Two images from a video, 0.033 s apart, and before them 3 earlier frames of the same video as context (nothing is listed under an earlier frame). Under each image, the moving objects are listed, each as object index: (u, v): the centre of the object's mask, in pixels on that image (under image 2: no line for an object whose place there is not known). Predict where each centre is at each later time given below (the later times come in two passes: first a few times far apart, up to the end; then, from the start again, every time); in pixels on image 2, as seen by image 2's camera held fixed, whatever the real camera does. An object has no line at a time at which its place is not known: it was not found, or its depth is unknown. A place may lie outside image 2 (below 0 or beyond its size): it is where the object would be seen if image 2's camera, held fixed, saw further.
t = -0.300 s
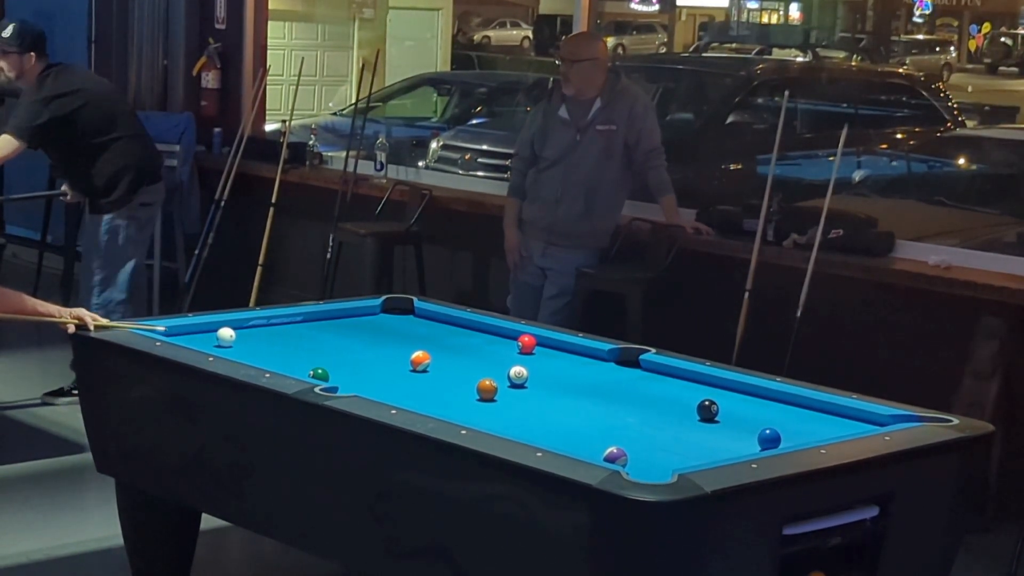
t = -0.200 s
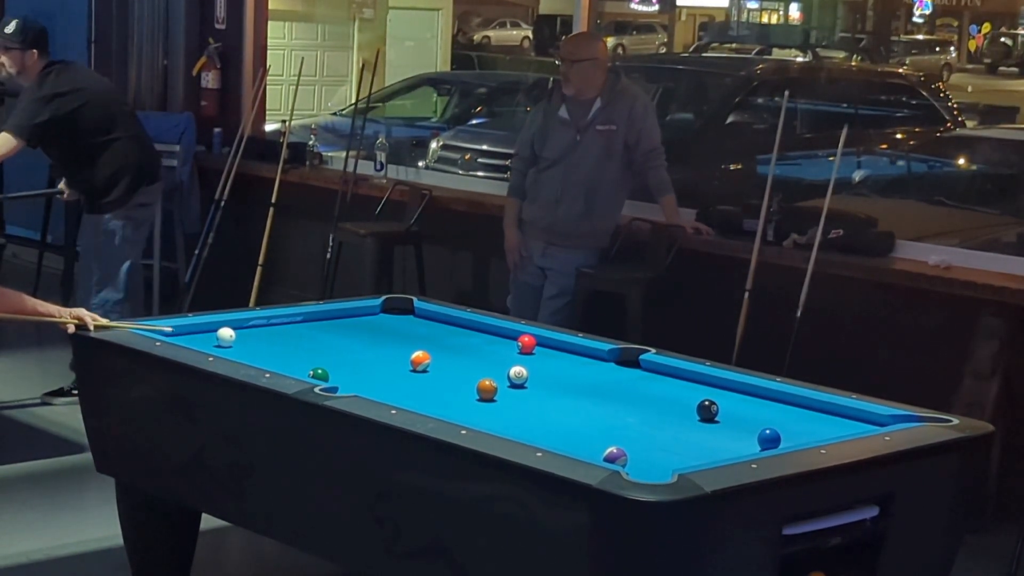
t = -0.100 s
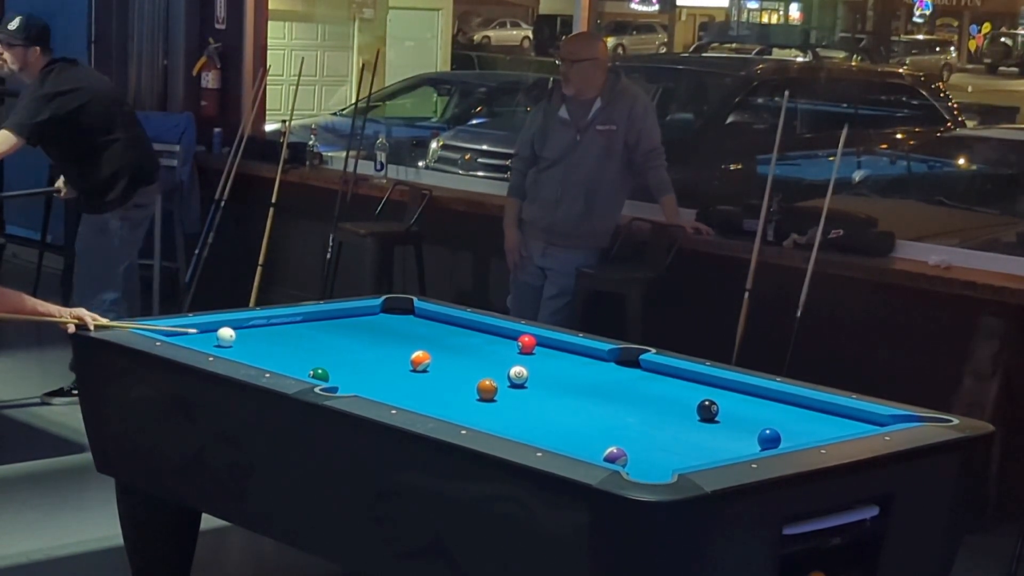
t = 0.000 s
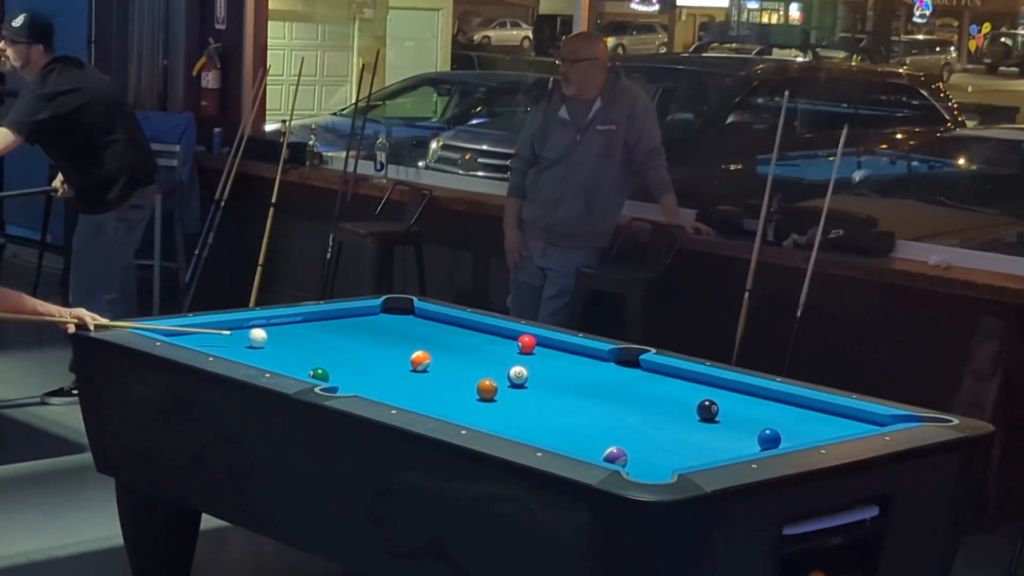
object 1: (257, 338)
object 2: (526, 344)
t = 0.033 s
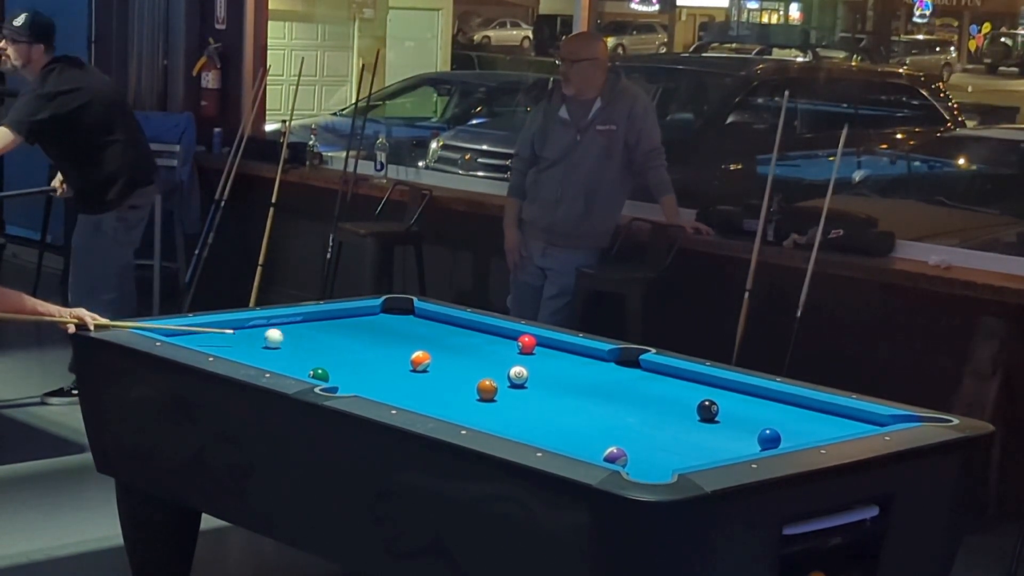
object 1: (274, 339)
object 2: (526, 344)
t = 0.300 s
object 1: (400, 342)
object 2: (526, 343)
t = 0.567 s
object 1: (513, 346)
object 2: (535, 343)
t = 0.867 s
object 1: (563, 355)
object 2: (528, 348)
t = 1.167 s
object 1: (616, 363)
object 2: (498, 355)
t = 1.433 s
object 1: (662, 371)
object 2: (472, 361)
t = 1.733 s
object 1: (706, 379)
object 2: (443, 367)
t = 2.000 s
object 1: (732, 387)
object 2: (417, 374)
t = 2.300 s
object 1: (759, 396)
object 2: (388, 381)
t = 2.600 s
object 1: (786, 403)
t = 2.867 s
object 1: (808, 411)
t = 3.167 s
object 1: (832, 418)
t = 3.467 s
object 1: (854, 423)
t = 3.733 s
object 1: (868, 425)
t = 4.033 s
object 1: (854, 424)
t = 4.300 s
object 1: (844, 424)
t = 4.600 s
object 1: (835, 423)
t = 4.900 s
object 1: (828, 421)
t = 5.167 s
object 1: (824, 421)
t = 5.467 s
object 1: (823, 420)
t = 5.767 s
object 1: (823, 421)
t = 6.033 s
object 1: (823, 420)
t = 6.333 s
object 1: (823, 420)
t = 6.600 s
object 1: (823, 420)
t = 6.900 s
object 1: (823, 420)
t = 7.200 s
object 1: (823, 420)
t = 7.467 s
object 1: (823, 420)
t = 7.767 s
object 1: (823, 420)
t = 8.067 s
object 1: (823, 420)
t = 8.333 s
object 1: (823, 420)
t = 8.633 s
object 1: (823, 420)
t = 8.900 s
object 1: (824, 420)
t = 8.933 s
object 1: (823, 421)
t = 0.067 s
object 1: (290, 339)
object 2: (526, 344)
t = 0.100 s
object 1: (306, 339)
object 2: (527, 344)
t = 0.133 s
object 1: (322, 339)
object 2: (527, 343)
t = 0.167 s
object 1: (337, 340)
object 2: (526, 344)
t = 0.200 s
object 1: (353, 341)
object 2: (526, 344)
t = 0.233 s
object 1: (369, 341)
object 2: (526, 344)
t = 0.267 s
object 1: (385, 341)
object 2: (526, 343)
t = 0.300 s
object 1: (400, 342)
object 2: (526, 343)
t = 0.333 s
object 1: (416, 342)
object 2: (526, 344)
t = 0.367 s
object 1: (431, 342)
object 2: (526, 344)
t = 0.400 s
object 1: (446, 343)
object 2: (526, 343)
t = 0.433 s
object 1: (462, 343)
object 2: (526, 344)
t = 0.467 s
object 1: (477, 344)
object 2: (526, 343)
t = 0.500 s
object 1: (492, 345)
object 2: (526, 344)
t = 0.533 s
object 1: (507, 345)
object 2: (526, 344)
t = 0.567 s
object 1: (513, 346)
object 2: (535, 343)
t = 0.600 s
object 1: (517, 347)
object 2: (545, 343)
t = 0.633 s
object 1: (522, 348)
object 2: (551, 343)
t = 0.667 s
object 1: (527, 349)
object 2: (548, 344)
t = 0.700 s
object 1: (533, 350)
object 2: (546, 343)
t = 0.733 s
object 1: (540, 351)
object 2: (543, 340)
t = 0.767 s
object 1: (545, 352)
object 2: (535, 343)
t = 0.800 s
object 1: (551, 353)
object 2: (534, 346)
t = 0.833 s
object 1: (557, 354)
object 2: (531, 347)
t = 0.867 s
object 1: (563, 355)
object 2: (528, 348)
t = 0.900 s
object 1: (569, 356)
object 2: (525, 349)
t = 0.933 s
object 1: (575, 357)
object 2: (521, 349)
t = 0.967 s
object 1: (581, 358)
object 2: (518, 350)
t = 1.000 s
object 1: (587, 359)
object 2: (515, 351)
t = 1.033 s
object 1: (592, 360)
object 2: (511, 352)
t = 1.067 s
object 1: (599, 360)
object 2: (508, 353)
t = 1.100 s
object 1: (604, 361)
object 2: (505, 353)
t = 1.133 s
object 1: (610, 363)
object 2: (501, 354)
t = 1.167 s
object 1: (616, 363)
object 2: (498, 355)
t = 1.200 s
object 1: (622, 365)
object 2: (495, 356)
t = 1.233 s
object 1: (628, 365)
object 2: (492, 357)
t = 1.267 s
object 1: (633, 366)
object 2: (488, 357)
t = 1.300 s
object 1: (639, 367)
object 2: (485, 358)
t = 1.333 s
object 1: (645, 368)
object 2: (482, 359)
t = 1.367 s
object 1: (650, 369)
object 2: (478, 360)
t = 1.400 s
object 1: (657, 370)
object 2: (475, 360)
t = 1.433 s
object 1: (662, 371)
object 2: (472, 361)
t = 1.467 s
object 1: (668, 372)
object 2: (469, 362)
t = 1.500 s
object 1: (673, 373)
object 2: (465, 363)
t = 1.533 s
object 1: (679, 374)
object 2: (462, 363)
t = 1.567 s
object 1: (685, 374)
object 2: (459, 364)
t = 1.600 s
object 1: (690, 375)
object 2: (456, 364)
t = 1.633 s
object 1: (696, 377)
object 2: (452, 365)
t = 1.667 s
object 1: (699, 378)
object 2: (449, 367)
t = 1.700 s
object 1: (703, 378)
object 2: (446, 367)
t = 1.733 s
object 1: (706, 379)
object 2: (443, 367)
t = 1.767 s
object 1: (710, 380)
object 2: (440, 368)
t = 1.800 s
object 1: (712, 381)
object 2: (436, 369)
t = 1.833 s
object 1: (715, 382)
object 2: (433, 370)
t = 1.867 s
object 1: (719, 384)
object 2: (430, 371)
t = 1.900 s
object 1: (722, 384)
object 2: (427, 372)
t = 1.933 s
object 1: (726, 385)
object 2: (424, 372)
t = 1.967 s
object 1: (728, 386)
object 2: (420, 373)
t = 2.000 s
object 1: (732, 387)
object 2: (417, 374)
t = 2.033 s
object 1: (735, 388)
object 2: (414, 375)
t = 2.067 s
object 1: (738, 389)
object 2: (411, 375)
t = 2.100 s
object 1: (741, 390)
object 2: (408, 376)
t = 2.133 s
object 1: (744, 391)
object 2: (404, 376)
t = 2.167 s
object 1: (747, 392)
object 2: (401, 378)
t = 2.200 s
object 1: (750, 393)
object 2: (398, 379)
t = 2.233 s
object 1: (753, 394)
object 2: (395, 379)
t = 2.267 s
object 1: (756, 394)
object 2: (392, 380)
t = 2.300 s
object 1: (759, 396)
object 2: (388, 381)
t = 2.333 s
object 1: (762, 397)
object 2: (385, 381)
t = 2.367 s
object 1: (765, 397)
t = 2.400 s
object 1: (768, 398)
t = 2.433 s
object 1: (771, 399)
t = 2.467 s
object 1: (774, 400)
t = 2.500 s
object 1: (777, 401)
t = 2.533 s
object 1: (780, 402)
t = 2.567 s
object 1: (783, 403)
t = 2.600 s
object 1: (786, 403)
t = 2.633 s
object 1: (789, 405)
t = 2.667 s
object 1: (791, 406)
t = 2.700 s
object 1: (794, 406)
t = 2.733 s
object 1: (797, 407)
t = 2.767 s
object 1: (800, 408)
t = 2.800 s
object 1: (803, 409)
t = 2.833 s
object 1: (805, 410)
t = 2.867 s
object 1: (808, 411)
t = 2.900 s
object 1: (812, 411)
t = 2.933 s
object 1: (814, 412)
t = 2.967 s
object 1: (816, 413)
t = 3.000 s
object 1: (819, 414)
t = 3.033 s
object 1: (822, 415)
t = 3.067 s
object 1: (825, 415)
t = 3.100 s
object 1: (828, 416)
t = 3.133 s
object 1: (830, 417)
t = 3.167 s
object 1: (832, 418)
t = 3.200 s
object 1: (835, 419)
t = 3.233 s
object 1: (838, 419)
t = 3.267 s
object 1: (840, 419)
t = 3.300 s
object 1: (842, 421)
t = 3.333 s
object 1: (845, 422)
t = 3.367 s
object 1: (847, 422)
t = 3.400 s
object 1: (850, 422)
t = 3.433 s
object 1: (852, 423)
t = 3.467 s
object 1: (854, 423)
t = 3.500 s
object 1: (857, 424)
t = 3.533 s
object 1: (859, 424)
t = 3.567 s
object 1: (861, 424)
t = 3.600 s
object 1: (863, 424)
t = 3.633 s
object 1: (866, 424)
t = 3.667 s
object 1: (867, 424)
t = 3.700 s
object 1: (869, 425)
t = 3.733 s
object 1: (868, 425)
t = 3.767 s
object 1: (867, 424)
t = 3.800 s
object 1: (866, 424)
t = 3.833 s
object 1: (863, 424)
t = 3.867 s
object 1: (862, 424)
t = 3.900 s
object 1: (860, 424)
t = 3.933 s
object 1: (859, 424)
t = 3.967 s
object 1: (858, 424)
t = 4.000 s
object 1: (856, 424)
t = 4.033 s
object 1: (854, 424)
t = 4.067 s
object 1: (853, 424)
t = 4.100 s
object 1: (852, 424)
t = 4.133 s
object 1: (850, 424)
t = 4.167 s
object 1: (849, 424)
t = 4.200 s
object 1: (847, 424)
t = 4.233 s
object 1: (846, 424)
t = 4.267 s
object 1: (845, 424)
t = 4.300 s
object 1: (844, 424)
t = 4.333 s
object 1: (842, 424)
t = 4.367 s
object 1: (841, 424)
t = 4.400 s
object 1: (840, 424)
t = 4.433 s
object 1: (839, 424)
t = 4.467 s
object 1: (838, 424)
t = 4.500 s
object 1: (837, 424)
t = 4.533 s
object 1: (836, 424)
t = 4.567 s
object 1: (836, 423)
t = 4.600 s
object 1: (835, 423)
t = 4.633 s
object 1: (834, 422)
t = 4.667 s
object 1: (833, 423)
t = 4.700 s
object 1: (832, 423)
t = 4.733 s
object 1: (831, 423)
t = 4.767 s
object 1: (831, 422)
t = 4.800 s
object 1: (830, 422)
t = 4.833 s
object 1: (829, 422)
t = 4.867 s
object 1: (829, 421)
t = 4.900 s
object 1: (828, 421)
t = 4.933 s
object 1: (828, 421)
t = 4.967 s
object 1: (827, 422)
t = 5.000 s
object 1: (826, 421)
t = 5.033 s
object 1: (826, 421)
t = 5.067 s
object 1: (826, 421)
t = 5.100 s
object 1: (825, 421)
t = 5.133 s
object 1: (825, 421)
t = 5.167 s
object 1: (824, 421)
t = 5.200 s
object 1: (824, 420)
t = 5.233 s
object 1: (824, 420)
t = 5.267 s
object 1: (824, 420)
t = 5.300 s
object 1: (824, 421)
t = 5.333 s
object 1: (823, 420)
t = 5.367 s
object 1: (824, 420)
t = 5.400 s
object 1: (824, 420)
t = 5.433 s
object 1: (823, 420)
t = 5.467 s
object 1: (823, 420)
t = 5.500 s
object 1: (823, 420)
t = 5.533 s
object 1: (823, 420)
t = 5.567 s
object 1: (823, 420)
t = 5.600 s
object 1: (823, 420)
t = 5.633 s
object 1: (823, 420)
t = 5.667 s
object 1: (823, 420)
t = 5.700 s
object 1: (823, 420)
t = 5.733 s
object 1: (823, 420)
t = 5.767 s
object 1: (823, 421)
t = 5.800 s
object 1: (823, 420)
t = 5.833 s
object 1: (823, 420)
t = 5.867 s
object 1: (824, 420)
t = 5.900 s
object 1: (823, 420)
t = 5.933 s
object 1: (823, 420)
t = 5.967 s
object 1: (823, 420)
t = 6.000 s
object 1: (823, 420)
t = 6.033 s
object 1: (823, 420)
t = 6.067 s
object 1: (823, 420)
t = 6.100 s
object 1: (823, 420)
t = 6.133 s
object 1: (823, 421)
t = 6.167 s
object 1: (823, 420)
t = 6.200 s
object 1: (823, 420)
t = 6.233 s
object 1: (823, 420)
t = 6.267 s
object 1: (823, 420)
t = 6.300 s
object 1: (823, 420)
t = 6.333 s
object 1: (823, 420)
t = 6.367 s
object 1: (823, 420)
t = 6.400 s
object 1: (823, 420)
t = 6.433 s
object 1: (823, 420)
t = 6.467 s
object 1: (823, 420)
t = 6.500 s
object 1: (823, 420)
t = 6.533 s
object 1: (823, 420)
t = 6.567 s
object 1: (824, 420)
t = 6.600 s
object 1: (823, 420)
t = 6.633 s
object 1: (823, 420)
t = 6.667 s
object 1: (823, 420)
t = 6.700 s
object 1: (824, 420)
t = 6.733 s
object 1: (824, 420)
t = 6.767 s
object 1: (823, 420)
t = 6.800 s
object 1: (823, 420)
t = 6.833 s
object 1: (823, 420)
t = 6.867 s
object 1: (823, 420)
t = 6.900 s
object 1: (823, 420)
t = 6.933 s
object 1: (823, 420)
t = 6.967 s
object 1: (823, 420)
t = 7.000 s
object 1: (823, 420)
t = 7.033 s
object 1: (824, 420)
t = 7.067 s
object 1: (823, 420)
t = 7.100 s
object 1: (823, 420)
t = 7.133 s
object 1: (823, 420)
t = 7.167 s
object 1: (823, 420)
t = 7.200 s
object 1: (823, 420)
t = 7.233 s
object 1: (823, 420)
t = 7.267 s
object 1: (823, 420)
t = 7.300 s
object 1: (823, 420)
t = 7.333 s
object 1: (823, 420)
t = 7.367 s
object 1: (824, 420)
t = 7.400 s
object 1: (823, 420)
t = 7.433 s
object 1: (823, 420)
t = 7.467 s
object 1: (823, 420)
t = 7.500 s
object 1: (823, 420)
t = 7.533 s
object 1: (824, 420)
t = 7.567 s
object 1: (824, 420)
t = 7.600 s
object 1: (823, 420)
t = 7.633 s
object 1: (823, 420)
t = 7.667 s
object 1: (824, 420)
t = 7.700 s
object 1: (824, 420)
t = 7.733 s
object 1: (823, 420)
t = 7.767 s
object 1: (823, 420)
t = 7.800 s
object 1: (823, 420)
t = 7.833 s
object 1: (824, 420)
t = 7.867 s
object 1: (824, 420)
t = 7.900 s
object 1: (823, 421)
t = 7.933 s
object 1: (823, 420)
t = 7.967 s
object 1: (823, 420)
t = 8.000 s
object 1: (823, 420)
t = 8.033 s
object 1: (823, 420)
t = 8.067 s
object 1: (823, 420)
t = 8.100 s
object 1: (823, 420)
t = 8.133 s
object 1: (824, 420)
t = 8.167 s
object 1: (823, 420)
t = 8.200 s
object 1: (823, 421)
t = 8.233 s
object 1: (823, 420)
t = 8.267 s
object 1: (824, 420)
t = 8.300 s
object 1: (823, 420)
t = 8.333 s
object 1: (823, 420)
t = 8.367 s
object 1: (823, 420)
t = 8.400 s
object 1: (823, 420)
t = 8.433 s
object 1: (823, 420)
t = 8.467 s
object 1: (823, 420)
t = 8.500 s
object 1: (823, 420)
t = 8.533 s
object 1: (823, 420)
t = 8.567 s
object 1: (823, 420)
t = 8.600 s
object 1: (823, 420)
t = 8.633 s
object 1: (823, 420)
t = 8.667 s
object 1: (823, 420)
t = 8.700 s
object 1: (823, 420)
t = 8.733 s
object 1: (824, 420)
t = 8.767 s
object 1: (823, 420)
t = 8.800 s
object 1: (823, 420)
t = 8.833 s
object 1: (824, 420)
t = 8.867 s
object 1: (824, 420)
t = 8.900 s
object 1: (824, 420)
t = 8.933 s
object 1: (823, 421)
